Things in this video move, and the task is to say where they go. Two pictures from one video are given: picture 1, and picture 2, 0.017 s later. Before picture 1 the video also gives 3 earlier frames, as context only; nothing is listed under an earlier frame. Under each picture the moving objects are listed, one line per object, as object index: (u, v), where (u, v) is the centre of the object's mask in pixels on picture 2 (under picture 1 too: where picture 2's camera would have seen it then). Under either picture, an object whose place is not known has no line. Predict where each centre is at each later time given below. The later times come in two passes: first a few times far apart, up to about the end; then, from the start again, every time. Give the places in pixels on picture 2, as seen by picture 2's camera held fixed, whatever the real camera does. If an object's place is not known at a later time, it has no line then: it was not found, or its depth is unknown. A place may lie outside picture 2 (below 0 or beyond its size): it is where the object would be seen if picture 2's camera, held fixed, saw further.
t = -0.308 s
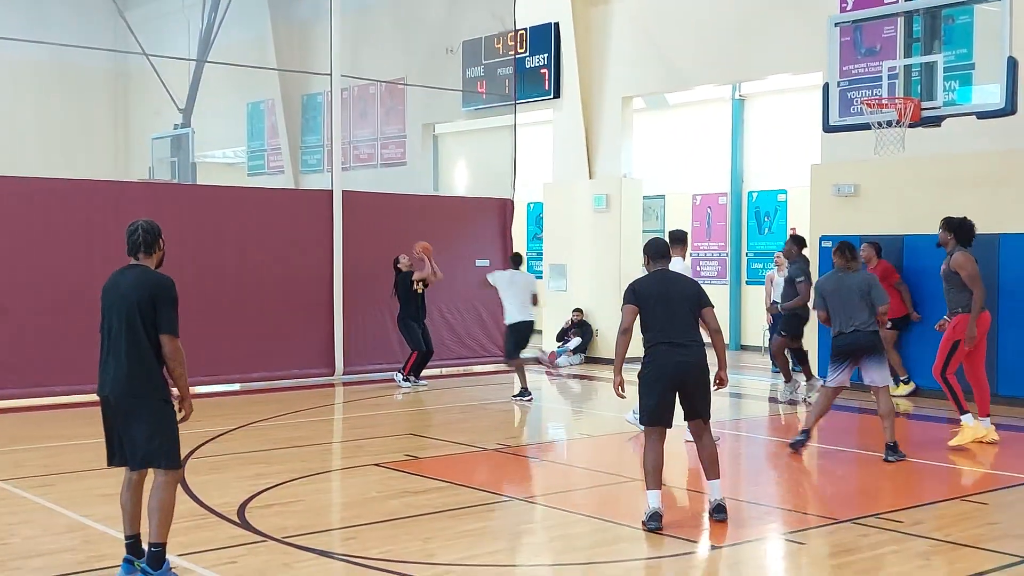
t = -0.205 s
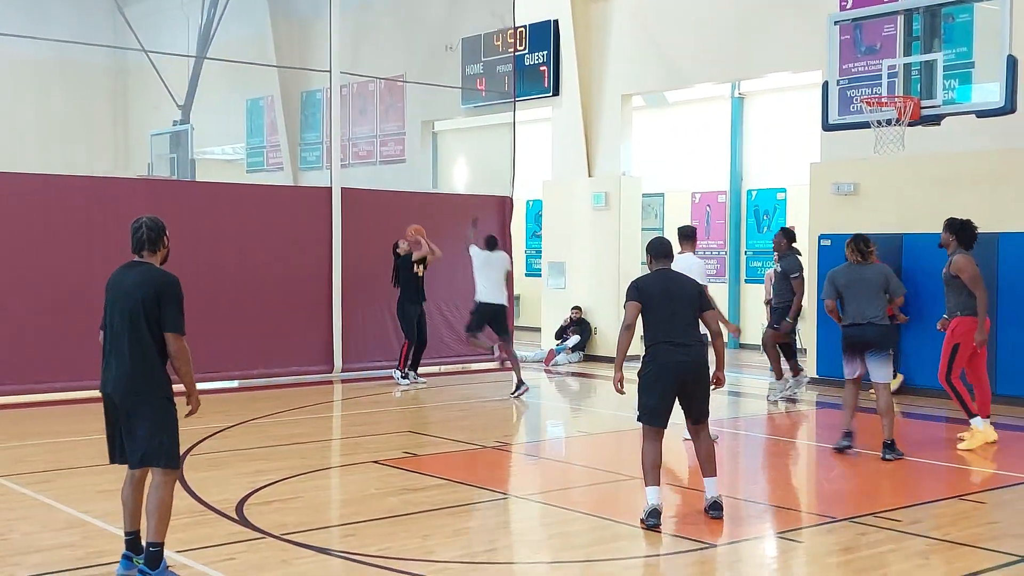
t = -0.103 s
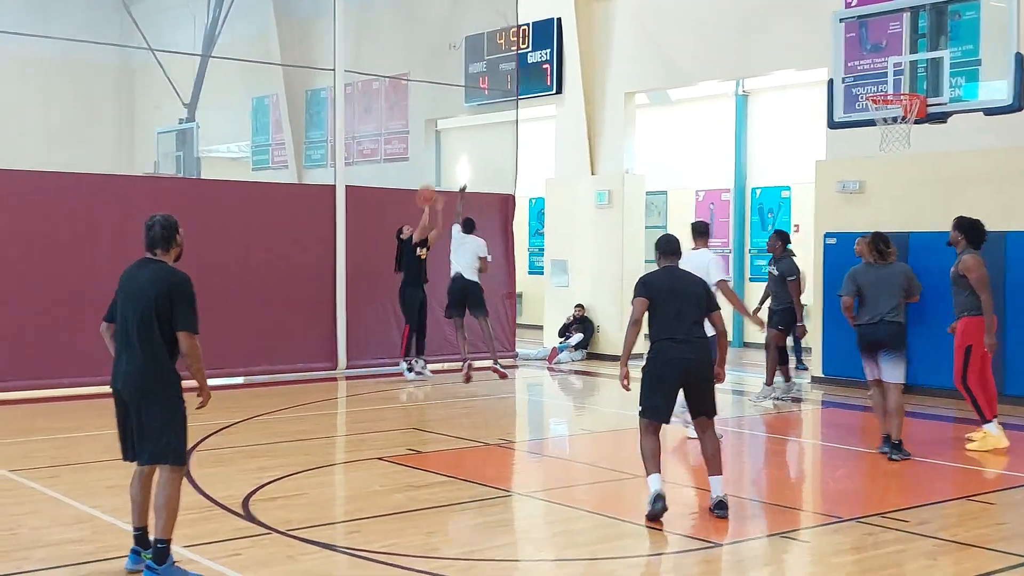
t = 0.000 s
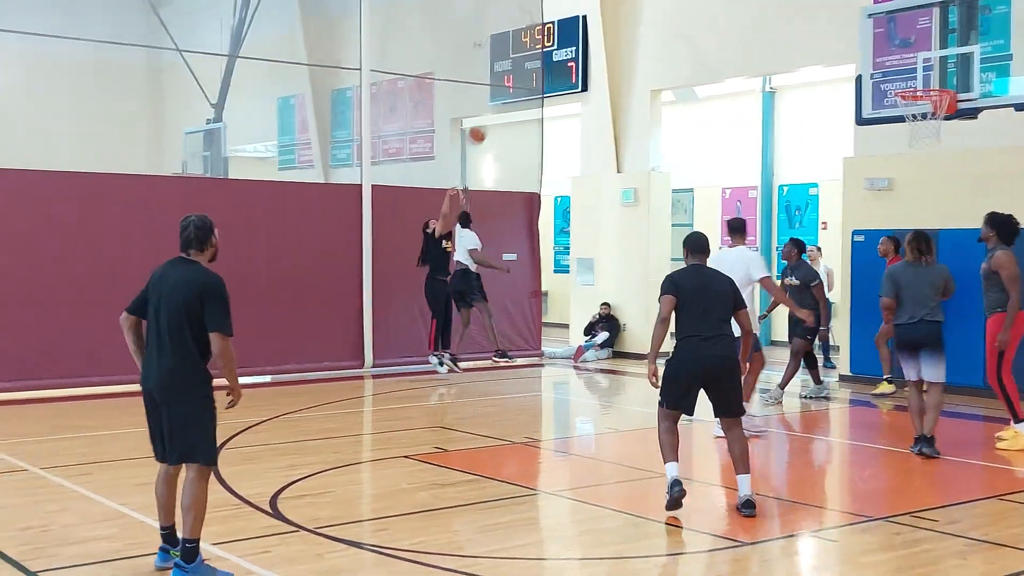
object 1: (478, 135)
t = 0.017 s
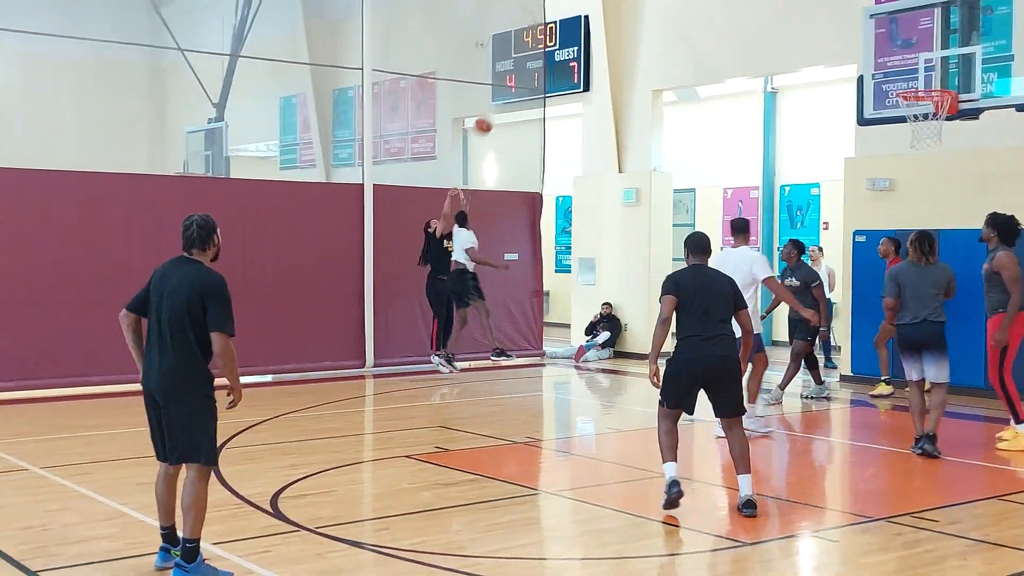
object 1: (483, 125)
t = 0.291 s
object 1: (561, 1)
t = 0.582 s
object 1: (645, -71)
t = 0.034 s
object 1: (487, 116)
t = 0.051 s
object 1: (492, 107)
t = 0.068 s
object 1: (496, 98)
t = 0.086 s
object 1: (500, 91)
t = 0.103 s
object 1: (505, 81)
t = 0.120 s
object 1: (511, 74)
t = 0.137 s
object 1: (515, 66)
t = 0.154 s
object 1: (520, 57)
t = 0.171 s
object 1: (525, 48)
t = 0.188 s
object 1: (529, 40)
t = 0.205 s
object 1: (536, 34)
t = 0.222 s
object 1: (540, 27)
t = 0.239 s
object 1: (546, 19)
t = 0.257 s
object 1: (552, 13)
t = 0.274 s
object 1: (556, 7)
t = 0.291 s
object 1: (561, 1)
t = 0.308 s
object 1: (568, -6)
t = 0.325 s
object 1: (571, -11)
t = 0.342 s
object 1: (576, -16)
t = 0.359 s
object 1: (580, -21)
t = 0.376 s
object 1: (584, -26)
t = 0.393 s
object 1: (589, -31)
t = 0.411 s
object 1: (595, -36)
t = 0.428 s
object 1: (600, -40)
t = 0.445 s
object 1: (604, -45)
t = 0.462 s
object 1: (609, -49)
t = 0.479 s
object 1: (614, -52)
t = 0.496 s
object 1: (619, -56)
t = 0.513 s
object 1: (624, -60)
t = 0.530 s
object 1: (629, -63)
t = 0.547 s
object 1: (635, -66)
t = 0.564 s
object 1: (640, -68)
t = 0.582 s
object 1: (645, -71)
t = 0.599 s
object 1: (650, -72)
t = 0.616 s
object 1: (656, -75)
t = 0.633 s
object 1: (661, -76)
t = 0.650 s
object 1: (666, -78)
